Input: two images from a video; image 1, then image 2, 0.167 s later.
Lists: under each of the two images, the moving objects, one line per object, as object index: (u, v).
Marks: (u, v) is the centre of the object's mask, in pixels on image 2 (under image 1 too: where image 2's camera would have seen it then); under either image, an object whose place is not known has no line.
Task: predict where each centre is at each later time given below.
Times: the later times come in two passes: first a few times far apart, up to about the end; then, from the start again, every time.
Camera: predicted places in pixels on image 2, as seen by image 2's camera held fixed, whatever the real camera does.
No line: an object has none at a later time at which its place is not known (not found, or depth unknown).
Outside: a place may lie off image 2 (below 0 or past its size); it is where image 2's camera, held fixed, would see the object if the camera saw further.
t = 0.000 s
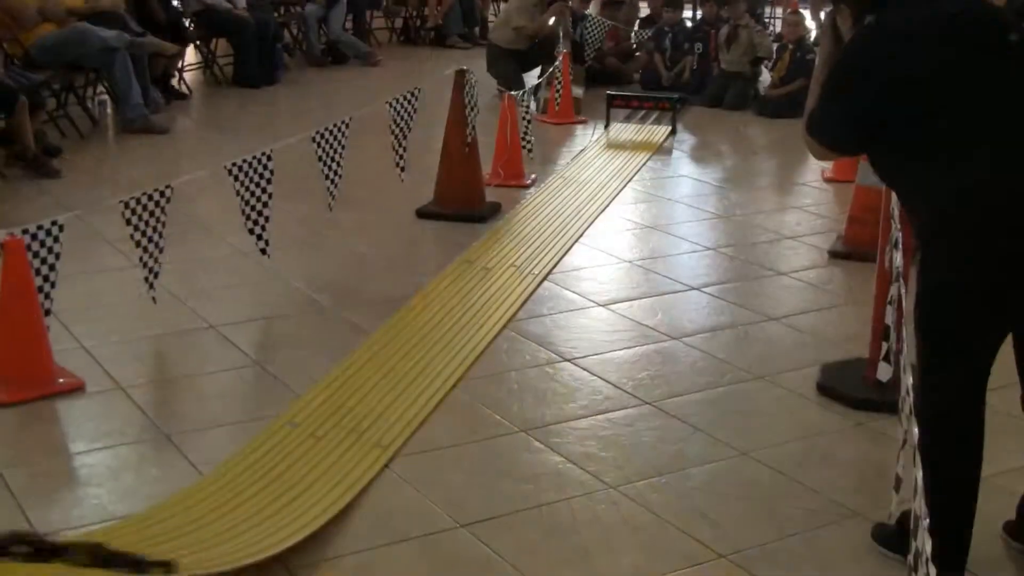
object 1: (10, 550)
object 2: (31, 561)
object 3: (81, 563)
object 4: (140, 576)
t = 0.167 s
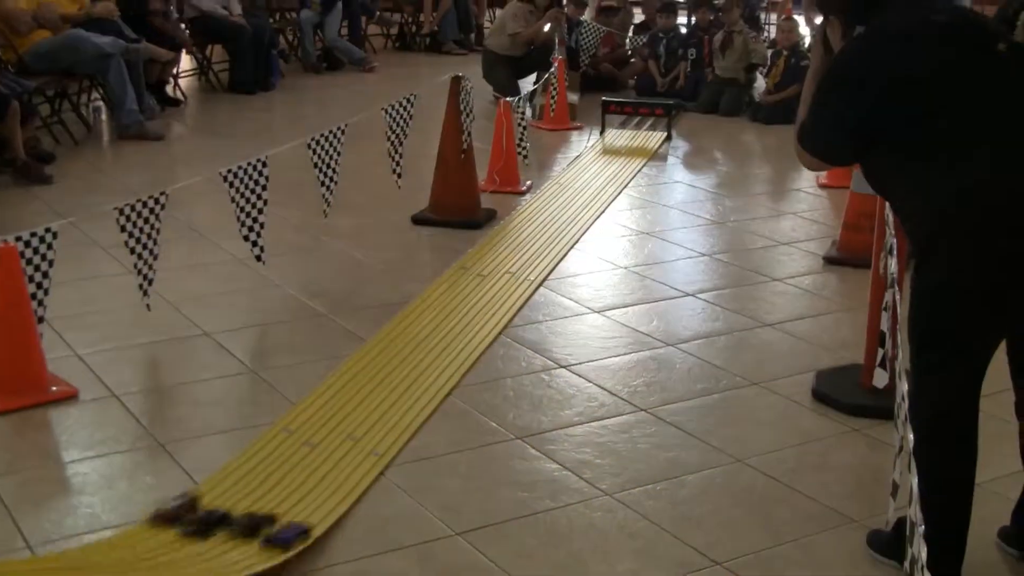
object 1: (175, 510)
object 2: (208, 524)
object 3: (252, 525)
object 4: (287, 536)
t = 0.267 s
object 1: (253, 452)
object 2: (282, 465)
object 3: (324, 463)
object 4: (354, 473)
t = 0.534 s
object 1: (392, 328)
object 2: (418, 336)
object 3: (451, 331)
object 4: (475, 339)
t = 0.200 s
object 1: (203, 492)
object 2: (234, 507)
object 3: (278, 506)
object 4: (311, 517)
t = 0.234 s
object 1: (229, 472)
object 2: (258, 486)
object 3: (302, 485)
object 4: (333, 496)
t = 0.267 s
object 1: (253, 452)
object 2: (282, 465)
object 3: (324, 463)
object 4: (354, 473)
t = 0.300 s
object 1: (275, 434)
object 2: (304, 446)
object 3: (344, 443)
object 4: (373, 453)
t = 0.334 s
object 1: (296, 416)
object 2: (323, 428)
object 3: (362, 424)
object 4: (391, 433)
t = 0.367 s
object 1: (316, 399)
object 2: (342, 410)
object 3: (380, 406)
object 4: (407, 415)
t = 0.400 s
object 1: (333, 383)
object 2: (360, 393)
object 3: (396, 389)
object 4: (423, 397)
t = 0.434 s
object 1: (349, 368)
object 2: (376, 378)
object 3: (411, 373)
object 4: (438, 381)
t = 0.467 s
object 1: (364, 355)
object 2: (391, 363)
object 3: (425, 359)
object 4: (451, 366)
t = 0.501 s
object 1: (378, 341)
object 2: (405, 349)
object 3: (438, 345)
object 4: (463, 353)
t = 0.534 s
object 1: (392, 328)
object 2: (418, 336)
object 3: (451, 331)
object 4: (475, 339)
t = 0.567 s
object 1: (405, 317)
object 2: (430, 324)
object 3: (463, 319)
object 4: (486, 327)
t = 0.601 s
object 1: (417, 306)
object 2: (442, 312)
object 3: (474, 307)
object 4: (497, 315)
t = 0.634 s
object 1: (428, 295)
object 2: (453, 301)
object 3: (484, 296)
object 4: (506, 304)
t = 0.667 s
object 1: (439, 286)
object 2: (463, 291)
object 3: (494, 286)
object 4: (516, 293)
